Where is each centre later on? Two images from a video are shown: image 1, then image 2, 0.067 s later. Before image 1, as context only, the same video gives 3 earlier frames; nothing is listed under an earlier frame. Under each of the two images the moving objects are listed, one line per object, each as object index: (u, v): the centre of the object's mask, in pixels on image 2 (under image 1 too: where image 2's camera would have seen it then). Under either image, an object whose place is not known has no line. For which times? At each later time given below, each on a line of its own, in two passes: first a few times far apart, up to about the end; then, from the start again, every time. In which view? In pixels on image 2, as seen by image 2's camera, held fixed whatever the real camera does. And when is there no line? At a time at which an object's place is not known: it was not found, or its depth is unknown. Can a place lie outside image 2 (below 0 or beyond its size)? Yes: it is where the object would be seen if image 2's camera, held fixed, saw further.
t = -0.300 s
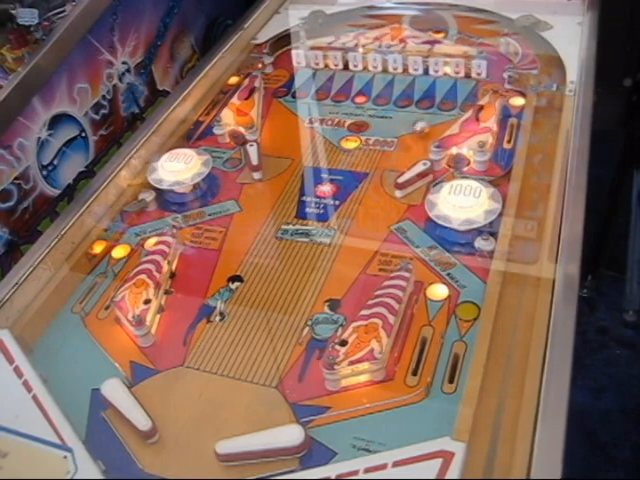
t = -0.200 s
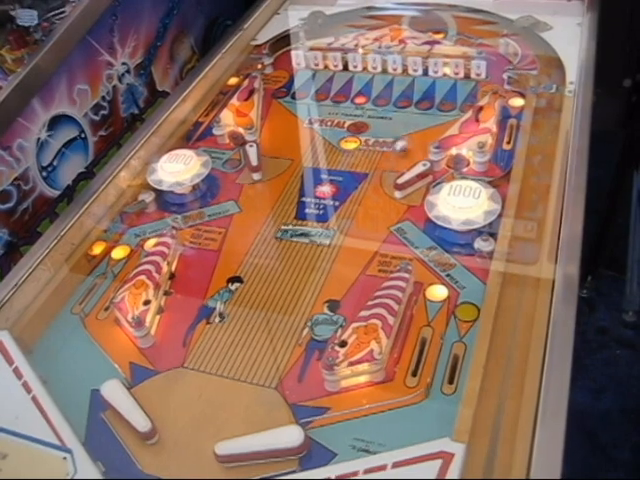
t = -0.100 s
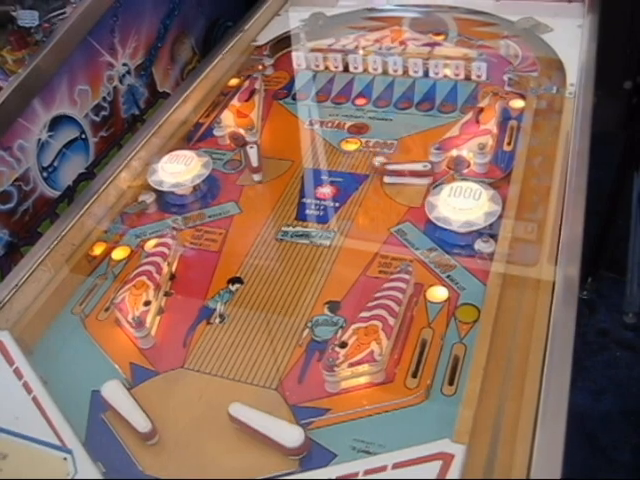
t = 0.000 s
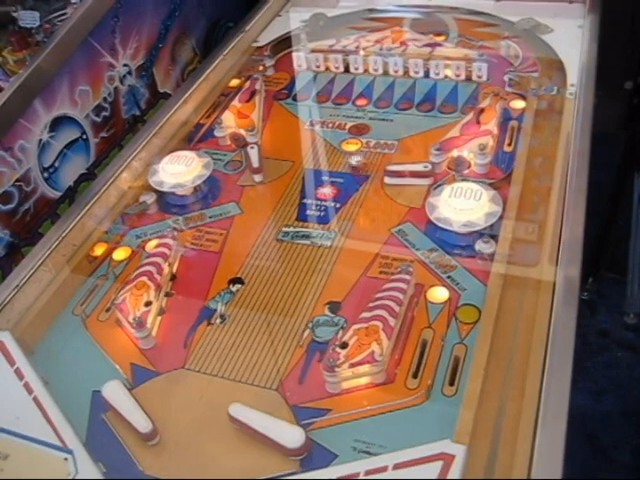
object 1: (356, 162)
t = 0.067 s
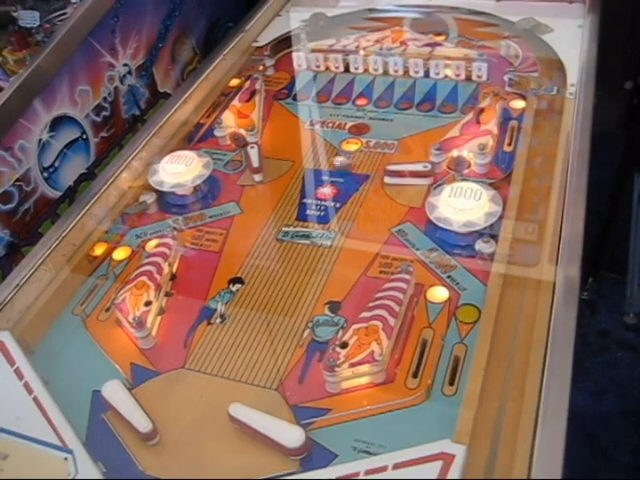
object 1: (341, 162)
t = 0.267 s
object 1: (292, 170)
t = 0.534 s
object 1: (239, 201)
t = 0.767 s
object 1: (199, 239)
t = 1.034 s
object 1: (239, 273)
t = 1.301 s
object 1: (280, 336)
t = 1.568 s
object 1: (306, 391)
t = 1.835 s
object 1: (256, 389)
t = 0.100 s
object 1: (332, 163)
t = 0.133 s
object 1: (324, 163)
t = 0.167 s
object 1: (315, 164)
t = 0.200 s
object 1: (307, 166)
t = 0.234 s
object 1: (298, 169)
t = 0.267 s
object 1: (292, 170)
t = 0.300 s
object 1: (284, 171)
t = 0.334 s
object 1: (277, 174)
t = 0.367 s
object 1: (271, 179)
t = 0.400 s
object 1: (264, 183)
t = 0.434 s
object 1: (258, 186)
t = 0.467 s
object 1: (252, 191)
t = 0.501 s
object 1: (244, 196)
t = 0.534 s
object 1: (239, 201)
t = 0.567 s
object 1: (231, 205)
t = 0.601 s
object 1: (225, 211)
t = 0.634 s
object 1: (214, 216)
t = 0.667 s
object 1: (208, 224)
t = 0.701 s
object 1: (199, 232)
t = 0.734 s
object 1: (194, 238)
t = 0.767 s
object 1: (199, 239)
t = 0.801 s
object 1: (204, 242)
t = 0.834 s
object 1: (209, 245)
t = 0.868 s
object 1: (215, 249)
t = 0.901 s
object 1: (220, 253)
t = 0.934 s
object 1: (225, 257)
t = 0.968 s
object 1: (230, 262)
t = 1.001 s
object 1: (234, 267)
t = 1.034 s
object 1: (239, 273)
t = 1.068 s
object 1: (245, 279)
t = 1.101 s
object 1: (249, 285)
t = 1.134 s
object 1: (254, 293)
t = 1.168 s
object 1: (259, 300)
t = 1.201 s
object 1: (264, 308)
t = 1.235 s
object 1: (270, 317)
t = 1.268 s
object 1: (275, 326)
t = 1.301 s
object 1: (280, 336)
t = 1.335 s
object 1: (285, 346)
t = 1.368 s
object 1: (292, 356)
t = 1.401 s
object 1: (297, 368)
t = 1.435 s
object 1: (302, 381)
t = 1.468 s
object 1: (309, 394)
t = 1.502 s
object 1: (314, 404)
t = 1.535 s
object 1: (314, 392)
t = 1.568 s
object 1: (306, 391)
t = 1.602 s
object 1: (296, 392)
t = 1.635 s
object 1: (287, 393)
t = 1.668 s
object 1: (279, 395)
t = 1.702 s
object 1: (270, 398)
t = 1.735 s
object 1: (264, 401)
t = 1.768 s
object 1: (263, 398)
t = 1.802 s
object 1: (259, 395)
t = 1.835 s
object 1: (256, 389)
